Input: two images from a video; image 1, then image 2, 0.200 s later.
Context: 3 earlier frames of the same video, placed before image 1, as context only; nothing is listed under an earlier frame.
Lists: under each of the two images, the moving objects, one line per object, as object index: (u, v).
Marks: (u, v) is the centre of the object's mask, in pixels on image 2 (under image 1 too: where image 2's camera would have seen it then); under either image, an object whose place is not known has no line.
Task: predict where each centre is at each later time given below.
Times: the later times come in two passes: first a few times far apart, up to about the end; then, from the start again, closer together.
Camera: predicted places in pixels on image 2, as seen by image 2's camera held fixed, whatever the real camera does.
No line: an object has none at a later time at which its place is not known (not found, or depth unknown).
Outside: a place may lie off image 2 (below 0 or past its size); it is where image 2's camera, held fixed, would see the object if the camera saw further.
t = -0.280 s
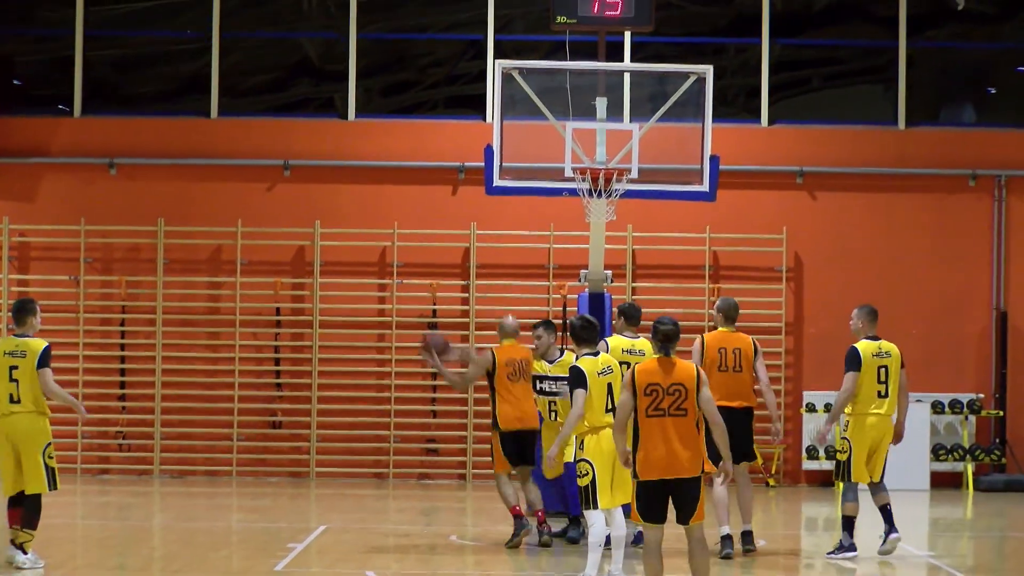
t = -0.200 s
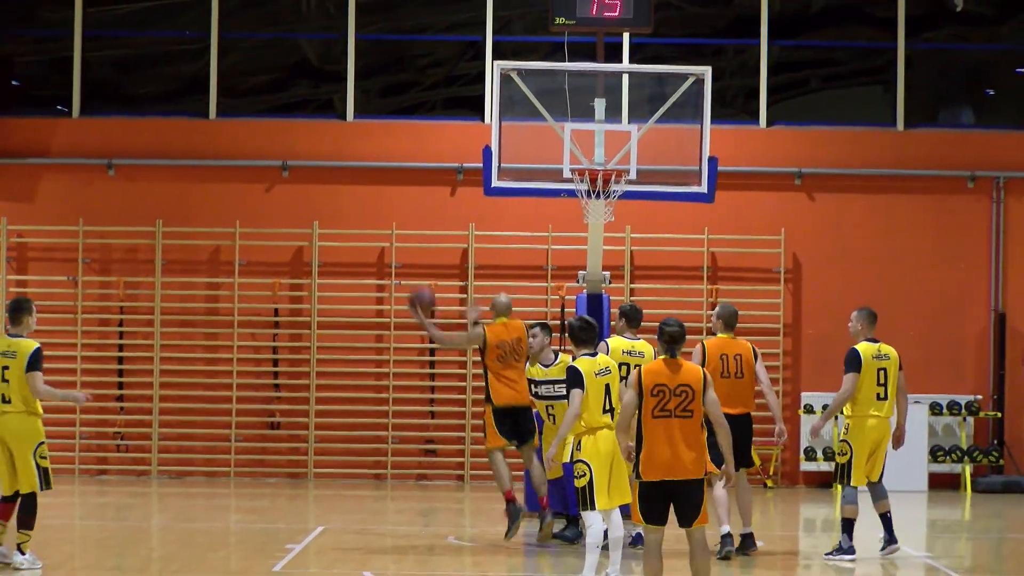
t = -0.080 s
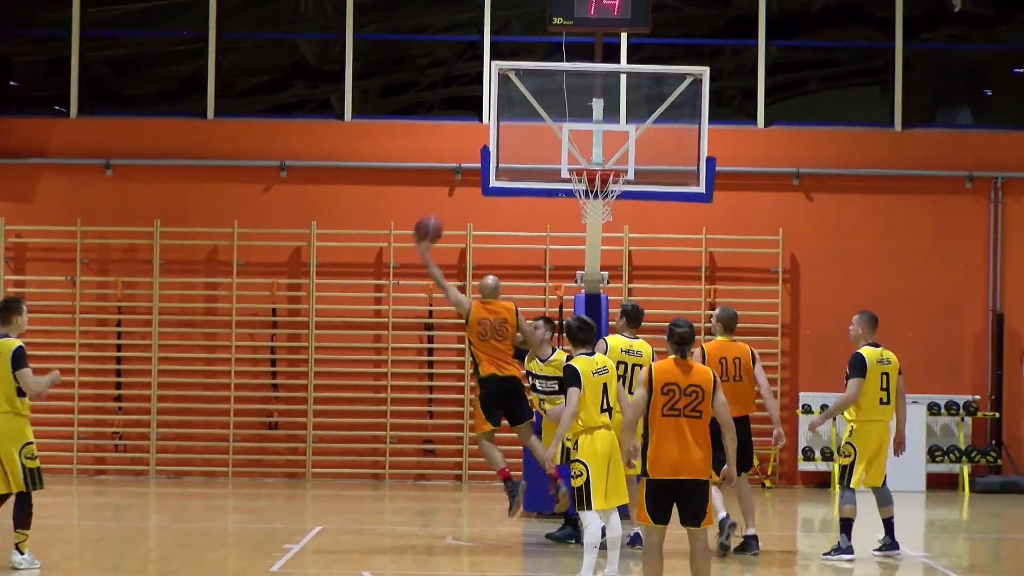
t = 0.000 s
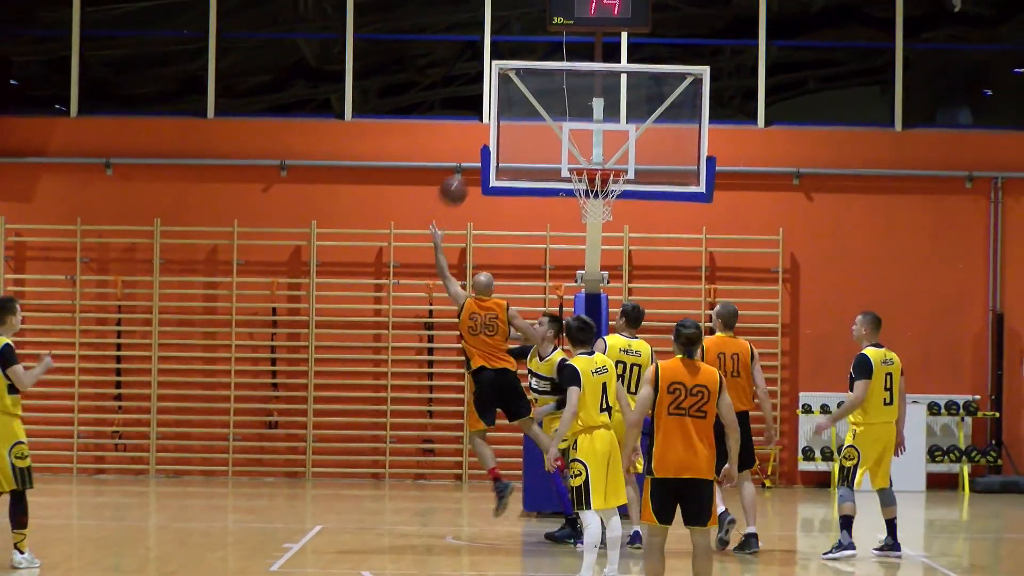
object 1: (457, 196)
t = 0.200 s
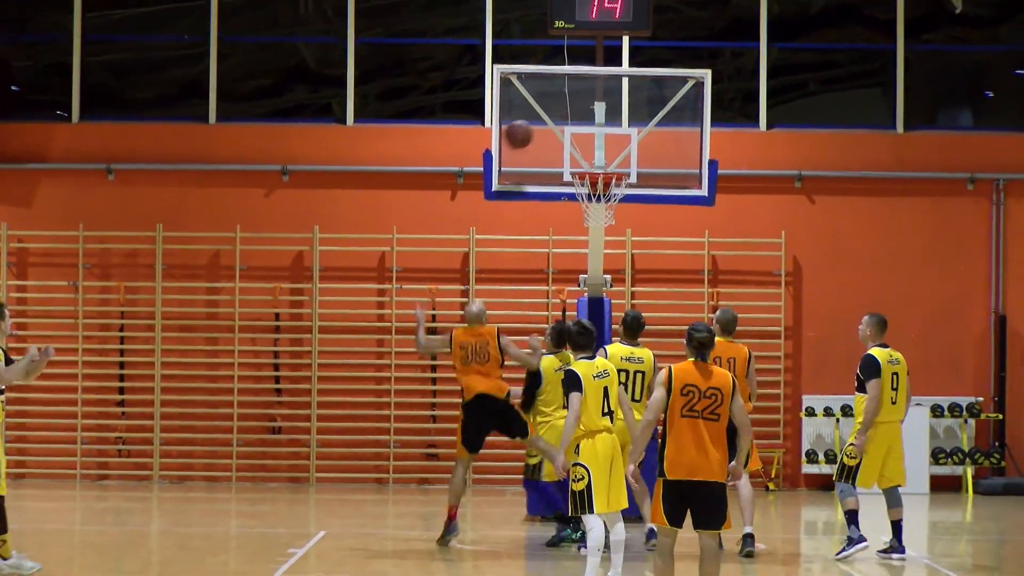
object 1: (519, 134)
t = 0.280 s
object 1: (542, 123)
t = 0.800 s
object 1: (648, 139)
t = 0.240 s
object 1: (530, 128)
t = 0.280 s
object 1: (542, 123)
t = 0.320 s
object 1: (554, 120)
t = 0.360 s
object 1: (565, 118)
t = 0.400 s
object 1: (576, 119)
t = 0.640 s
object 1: (627, 156)
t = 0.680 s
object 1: (632, 155)
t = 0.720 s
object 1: (637, 148)
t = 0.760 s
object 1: (642, 142)
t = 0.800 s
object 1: (648, 139)
